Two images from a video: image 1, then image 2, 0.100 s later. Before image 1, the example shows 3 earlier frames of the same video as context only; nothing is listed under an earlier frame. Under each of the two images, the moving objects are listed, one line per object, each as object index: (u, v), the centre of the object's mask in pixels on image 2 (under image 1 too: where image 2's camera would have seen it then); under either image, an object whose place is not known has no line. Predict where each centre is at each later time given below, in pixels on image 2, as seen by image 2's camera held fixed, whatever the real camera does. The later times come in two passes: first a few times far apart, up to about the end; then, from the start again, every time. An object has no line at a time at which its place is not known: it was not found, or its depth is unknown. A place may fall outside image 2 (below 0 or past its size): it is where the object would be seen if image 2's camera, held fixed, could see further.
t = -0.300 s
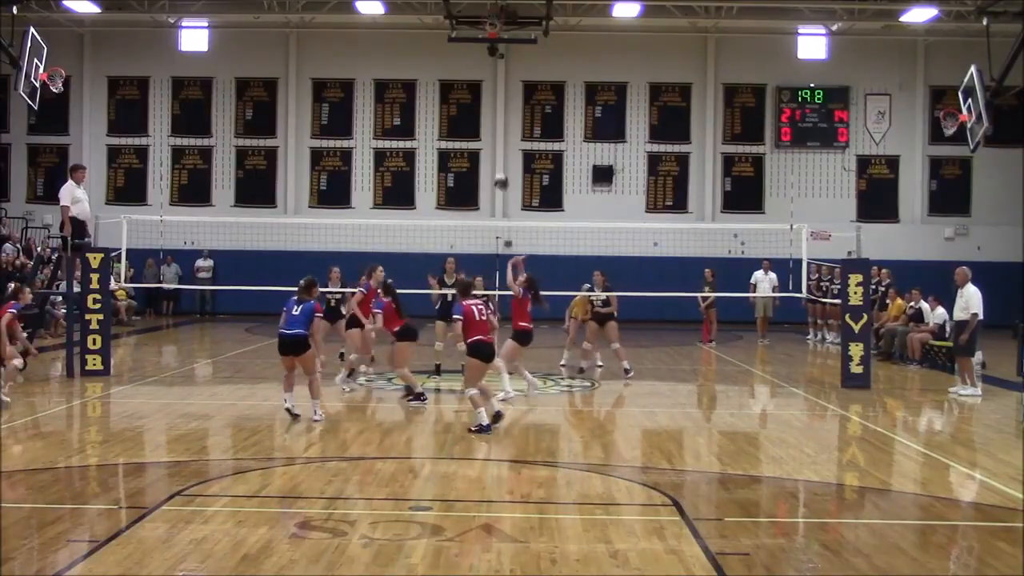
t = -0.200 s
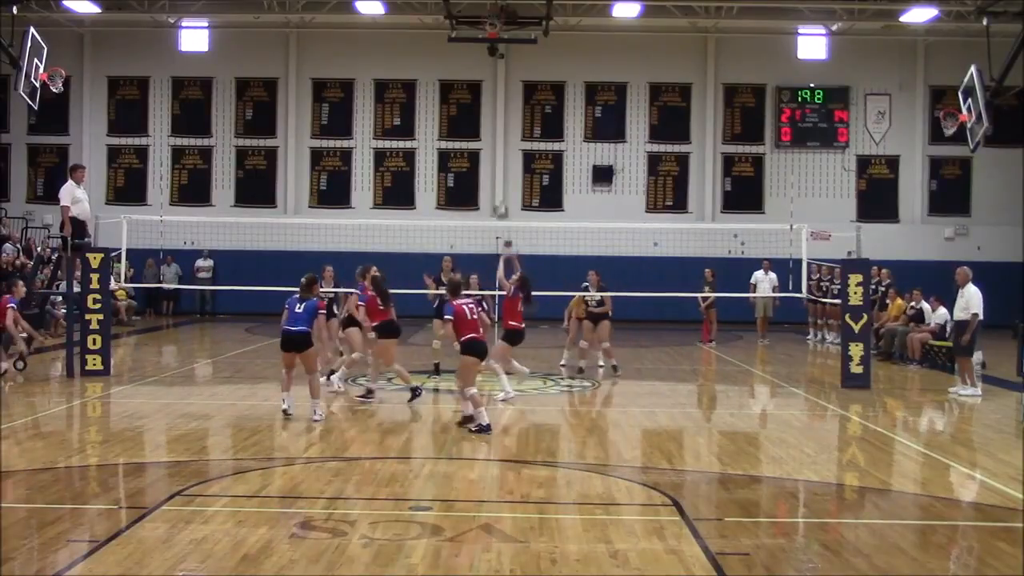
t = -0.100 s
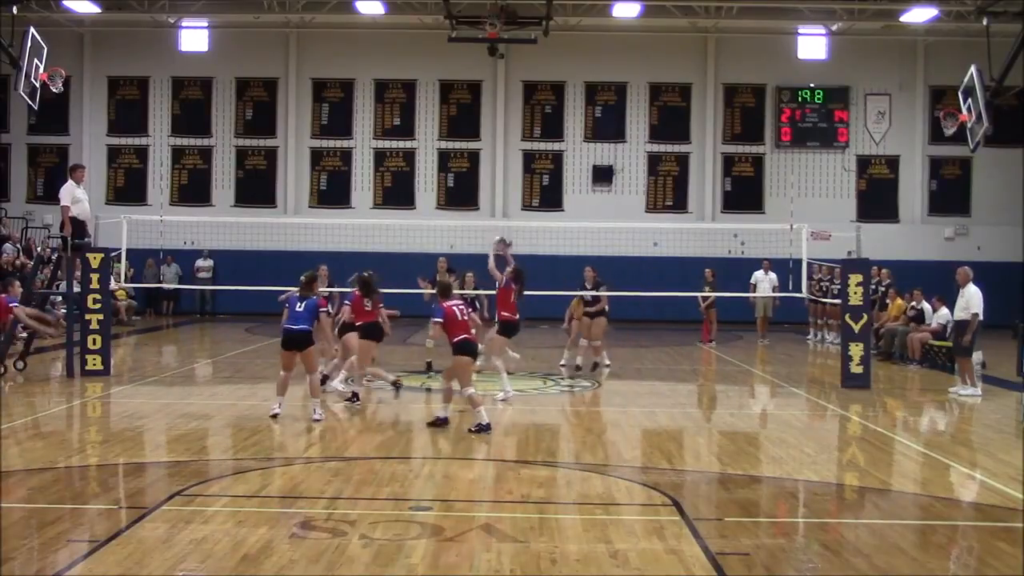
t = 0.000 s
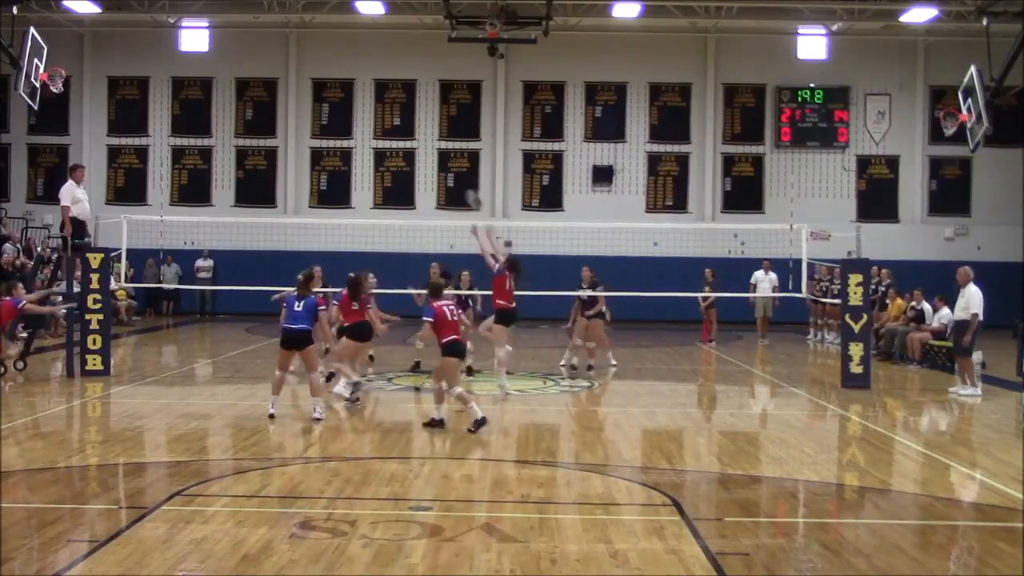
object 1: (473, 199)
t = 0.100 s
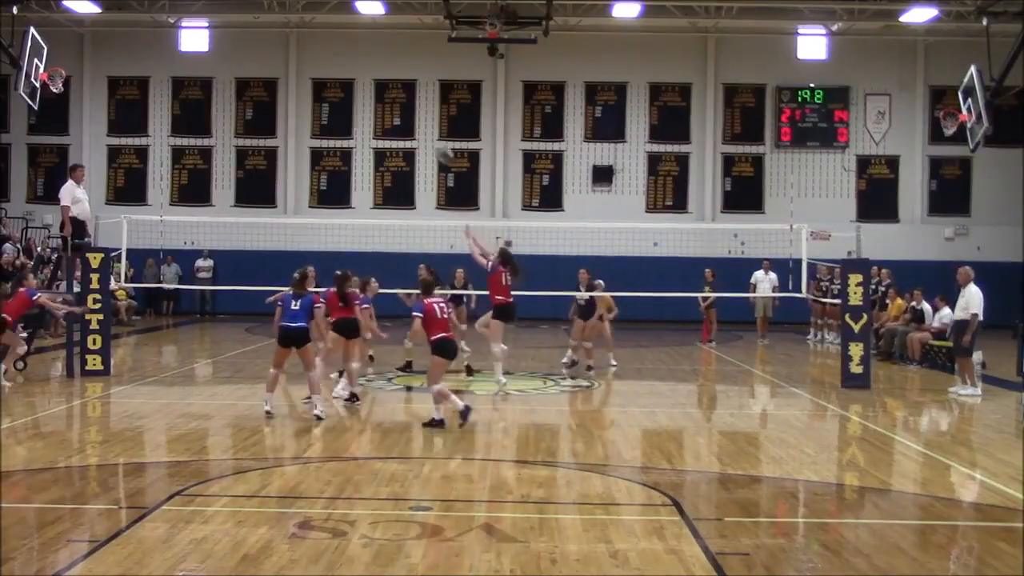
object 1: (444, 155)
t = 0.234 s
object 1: (404, 107)
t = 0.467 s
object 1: (341, 58)
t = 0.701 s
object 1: (279, 54)
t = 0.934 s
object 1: (222, 87)
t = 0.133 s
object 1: (435, 142)
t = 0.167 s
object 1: (422, 127)
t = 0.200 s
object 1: (412, 118)
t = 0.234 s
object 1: (404, 107)
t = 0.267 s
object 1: (395, 97)
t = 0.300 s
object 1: (386, 89)
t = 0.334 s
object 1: (378, 81)
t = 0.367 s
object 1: (368, 73)
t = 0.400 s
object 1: (359, 67)
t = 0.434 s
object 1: (350, 63)
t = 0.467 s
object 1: (341, 58)
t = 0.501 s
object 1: (333, 55)
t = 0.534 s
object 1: (324, 52)
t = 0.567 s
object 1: (315, 51)
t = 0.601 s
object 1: (305, 50)
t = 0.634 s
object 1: (297, 51)
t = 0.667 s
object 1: (288, 52)
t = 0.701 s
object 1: (279, 54)
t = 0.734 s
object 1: (271, 56)
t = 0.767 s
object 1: (263, 60)
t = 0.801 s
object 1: (254, 64)
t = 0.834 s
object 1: (246, 68)
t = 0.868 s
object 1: (238, 75)
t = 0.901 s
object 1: (230, 81)
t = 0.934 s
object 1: (222, 87)
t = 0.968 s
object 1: (212, 96)
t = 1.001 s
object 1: (205, 106)
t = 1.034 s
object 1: (198, 116)
